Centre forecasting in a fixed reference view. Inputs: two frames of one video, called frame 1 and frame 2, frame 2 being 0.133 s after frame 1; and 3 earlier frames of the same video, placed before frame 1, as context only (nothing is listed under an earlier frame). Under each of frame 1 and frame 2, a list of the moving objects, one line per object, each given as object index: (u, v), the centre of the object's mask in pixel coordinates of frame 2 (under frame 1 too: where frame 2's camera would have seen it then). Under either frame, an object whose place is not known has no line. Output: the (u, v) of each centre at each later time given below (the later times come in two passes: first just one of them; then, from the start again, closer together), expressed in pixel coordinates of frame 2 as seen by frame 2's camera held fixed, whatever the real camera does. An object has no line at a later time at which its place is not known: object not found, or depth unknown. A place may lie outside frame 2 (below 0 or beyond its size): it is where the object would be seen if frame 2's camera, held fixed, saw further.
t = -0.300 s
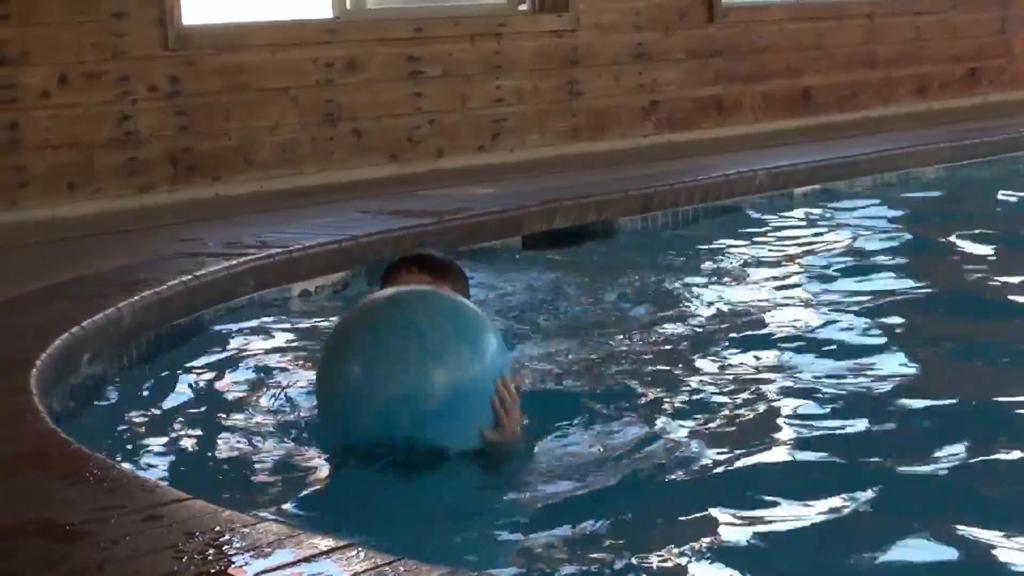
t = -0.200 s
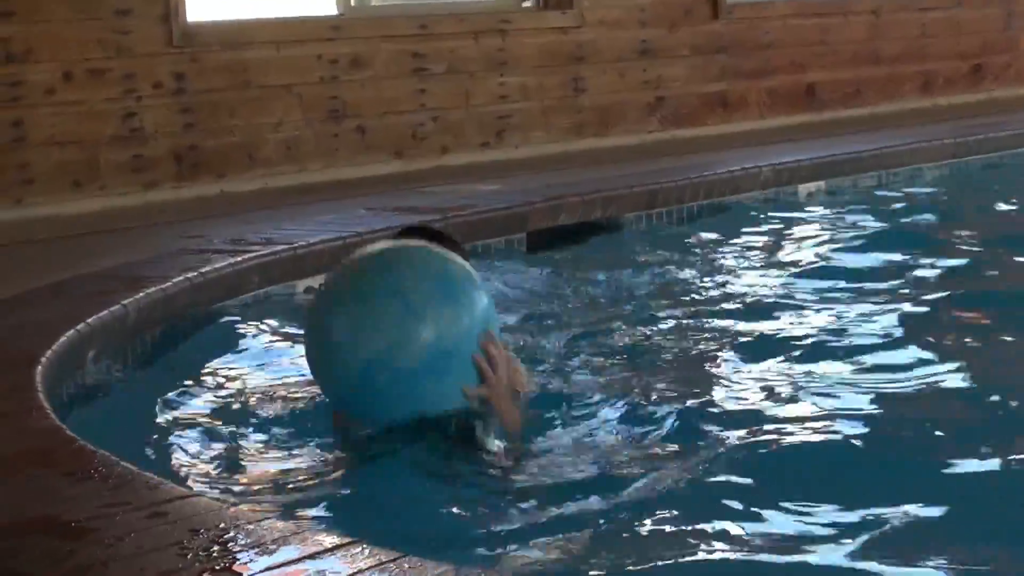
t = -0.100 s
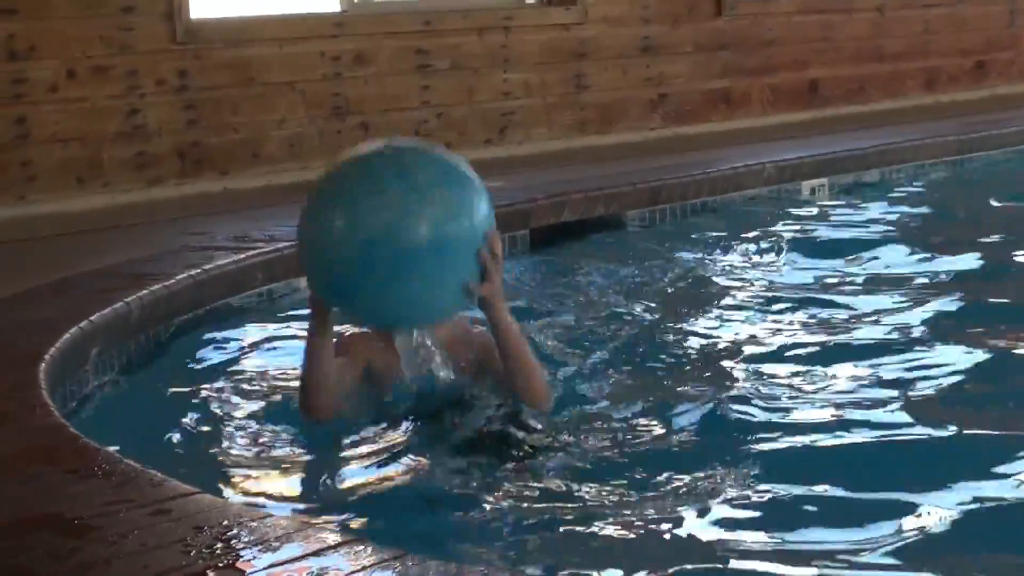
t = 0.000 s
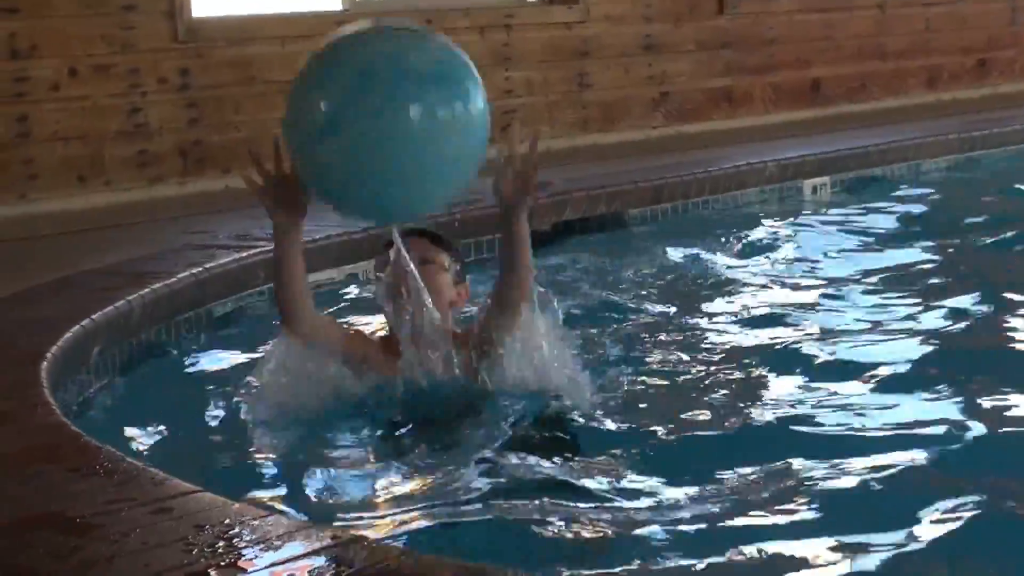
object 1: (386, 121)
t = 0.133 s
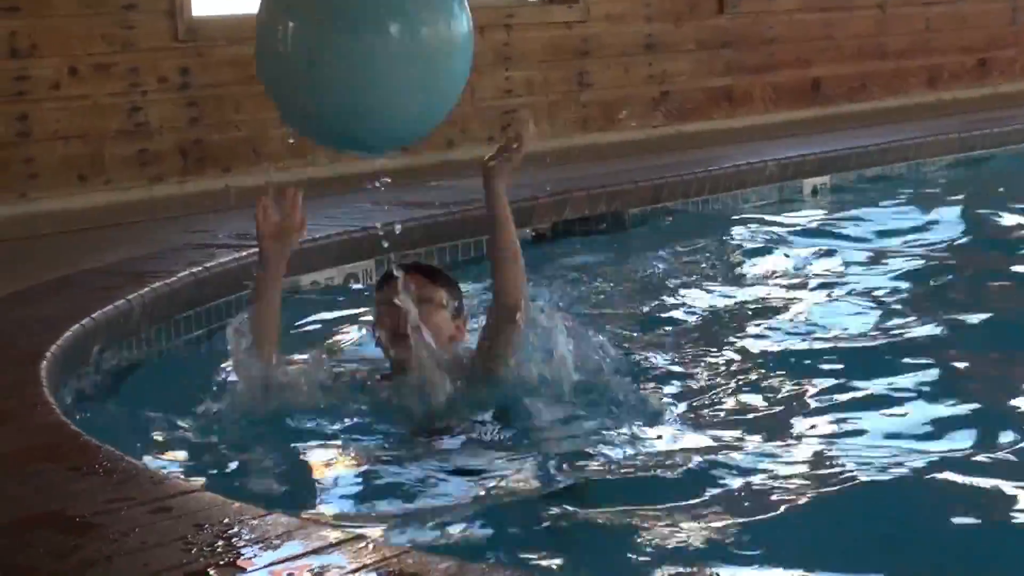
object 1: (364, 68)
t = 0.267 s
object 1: (349, 84)
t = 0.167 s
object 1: (360, 66)
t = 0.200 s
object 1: (355, 68)
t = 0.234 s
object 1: (352, 74)
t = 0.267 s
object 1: (349, 84)
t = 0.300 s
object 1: (344, 101)
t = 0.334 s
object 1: (341, 133)
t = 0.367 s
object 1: (339, 173)
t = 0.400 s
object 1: (332, 226)
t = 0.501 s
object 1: (335, 426)
